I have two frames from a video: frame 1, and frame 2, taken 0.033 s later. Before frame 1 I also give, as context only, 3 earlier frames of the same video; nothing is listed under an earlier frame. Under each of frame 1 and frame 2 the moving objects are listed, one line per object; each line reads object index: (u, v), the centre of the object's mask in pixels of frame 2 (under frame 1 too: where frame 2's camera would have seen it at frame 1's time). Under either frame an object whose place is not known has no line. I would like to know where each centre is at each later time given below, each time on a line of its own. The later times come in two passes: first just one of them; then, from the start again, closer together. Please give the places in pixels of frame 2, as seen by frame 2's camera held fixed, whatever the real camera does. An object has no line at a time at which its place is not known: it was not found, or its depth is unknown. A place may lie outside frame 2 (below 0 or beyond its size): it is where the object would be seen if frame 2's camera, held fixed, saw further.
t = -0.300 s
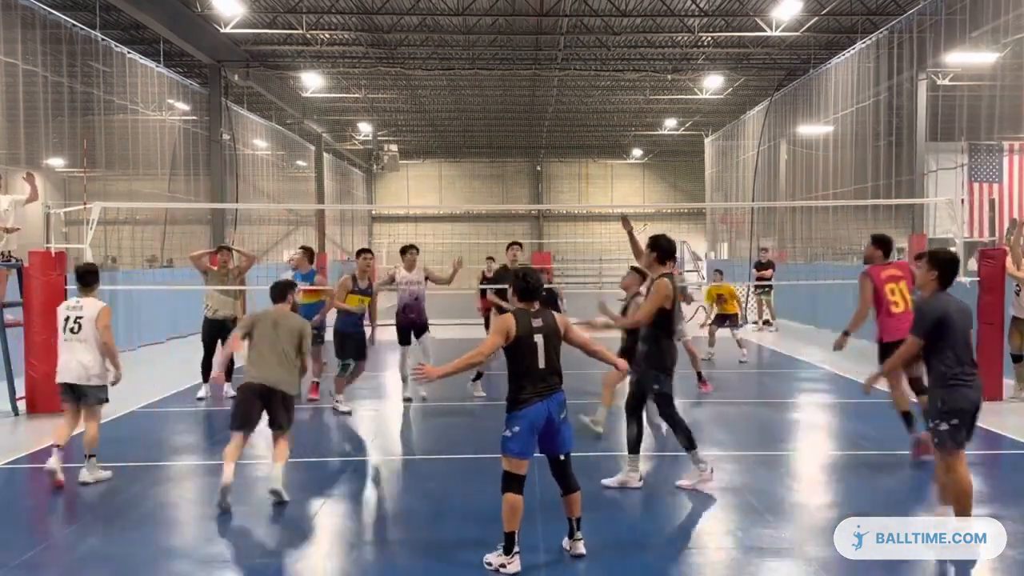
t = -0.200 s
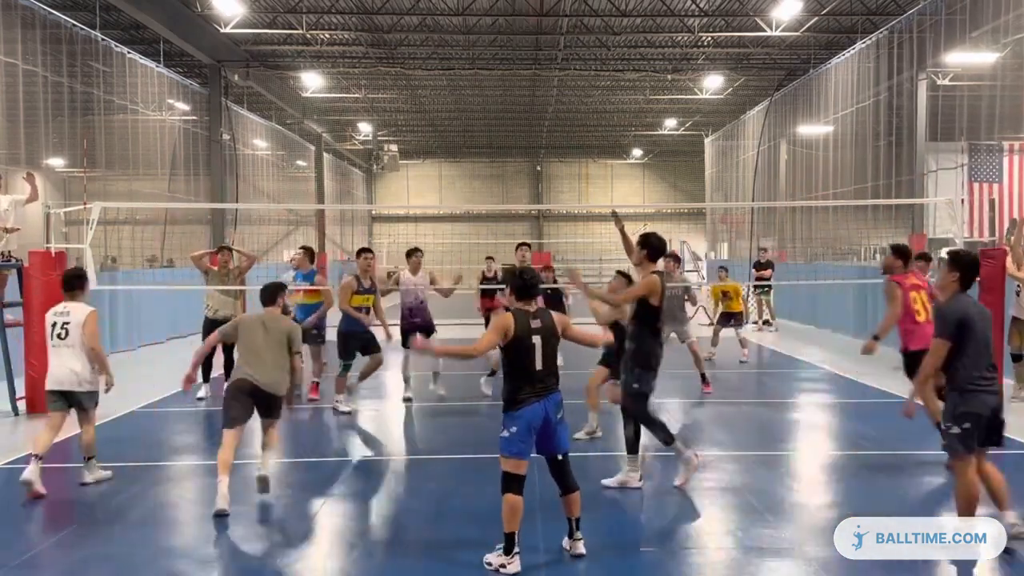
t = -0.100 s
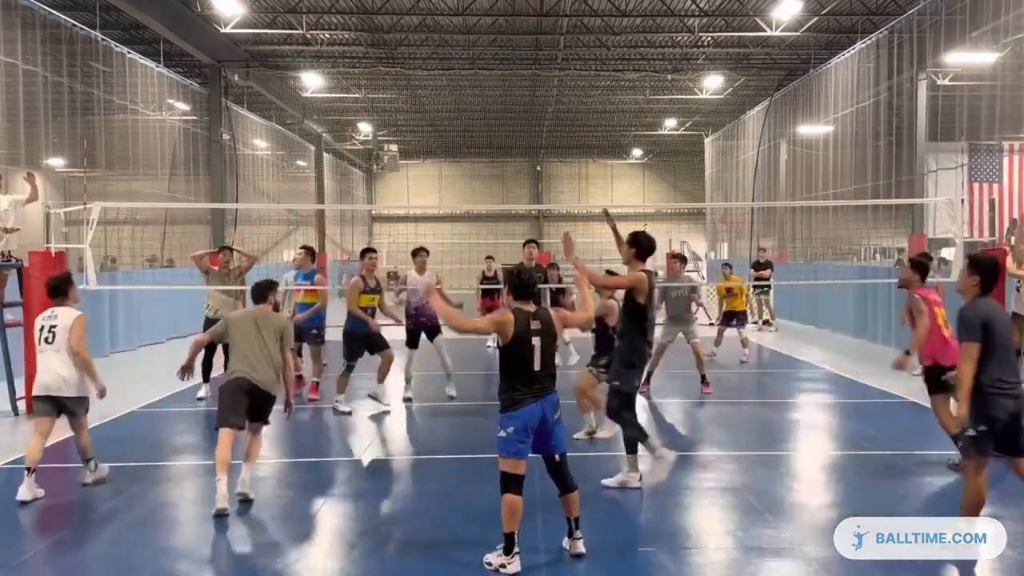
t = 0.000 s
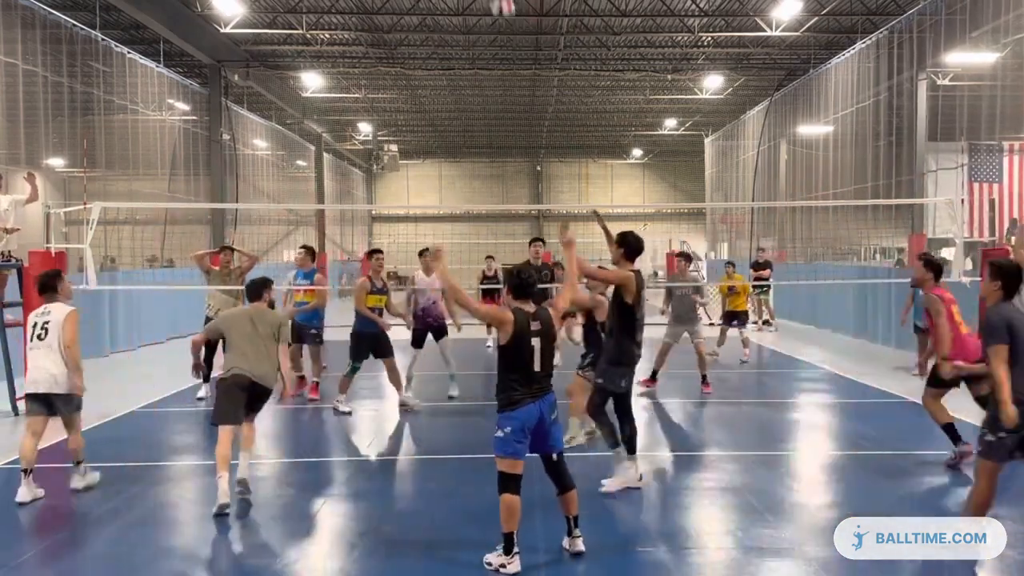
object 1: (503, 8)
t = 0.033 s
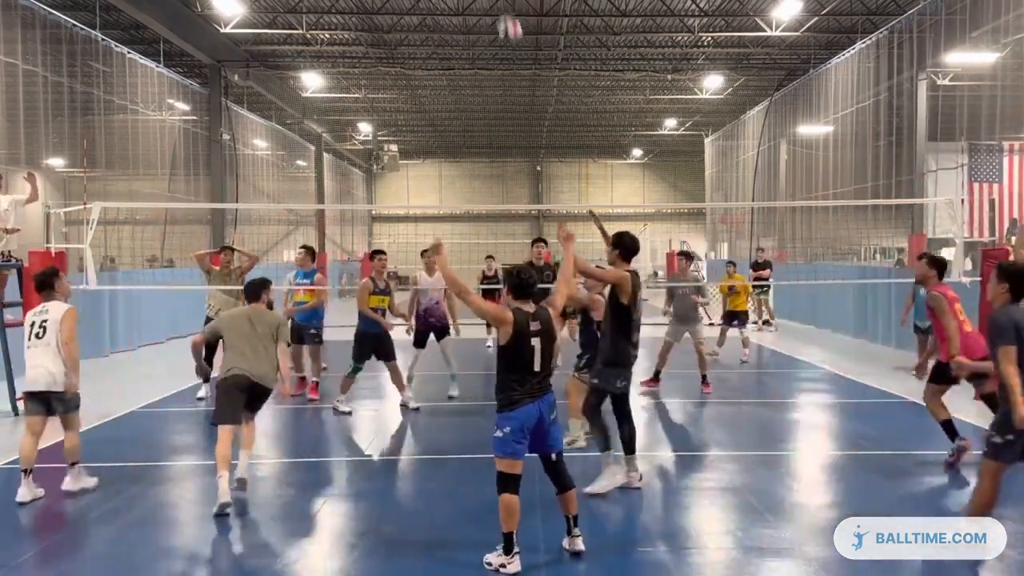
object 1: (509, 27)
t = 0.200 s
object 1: (542, 152)
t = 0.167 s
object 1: (537, 126)
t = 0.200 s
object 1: (542, 152)
